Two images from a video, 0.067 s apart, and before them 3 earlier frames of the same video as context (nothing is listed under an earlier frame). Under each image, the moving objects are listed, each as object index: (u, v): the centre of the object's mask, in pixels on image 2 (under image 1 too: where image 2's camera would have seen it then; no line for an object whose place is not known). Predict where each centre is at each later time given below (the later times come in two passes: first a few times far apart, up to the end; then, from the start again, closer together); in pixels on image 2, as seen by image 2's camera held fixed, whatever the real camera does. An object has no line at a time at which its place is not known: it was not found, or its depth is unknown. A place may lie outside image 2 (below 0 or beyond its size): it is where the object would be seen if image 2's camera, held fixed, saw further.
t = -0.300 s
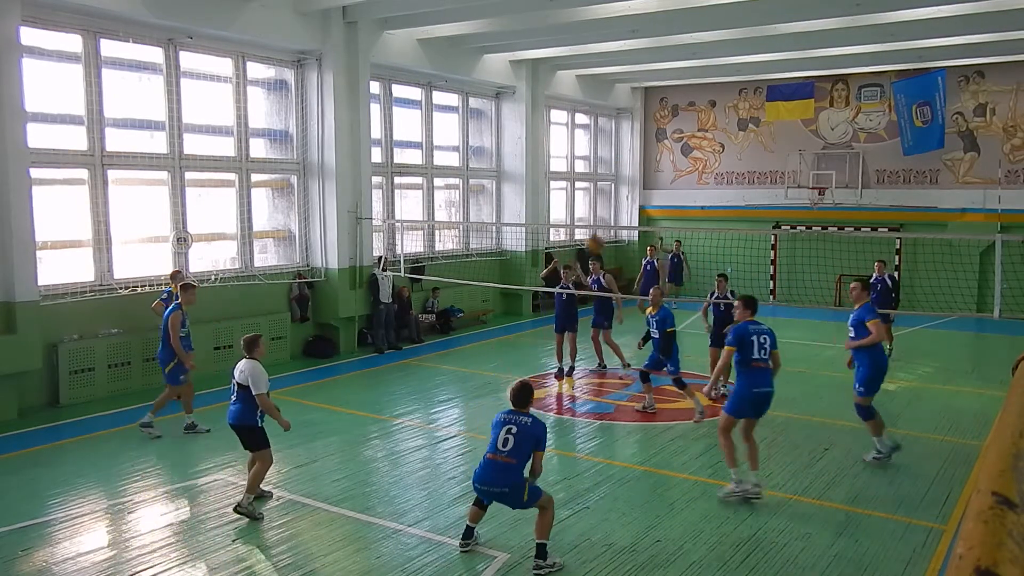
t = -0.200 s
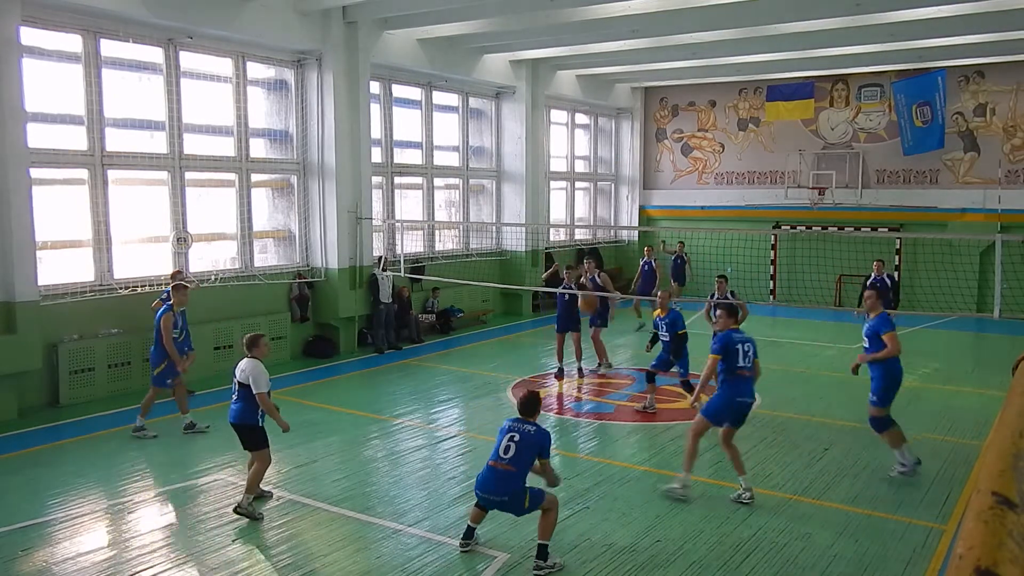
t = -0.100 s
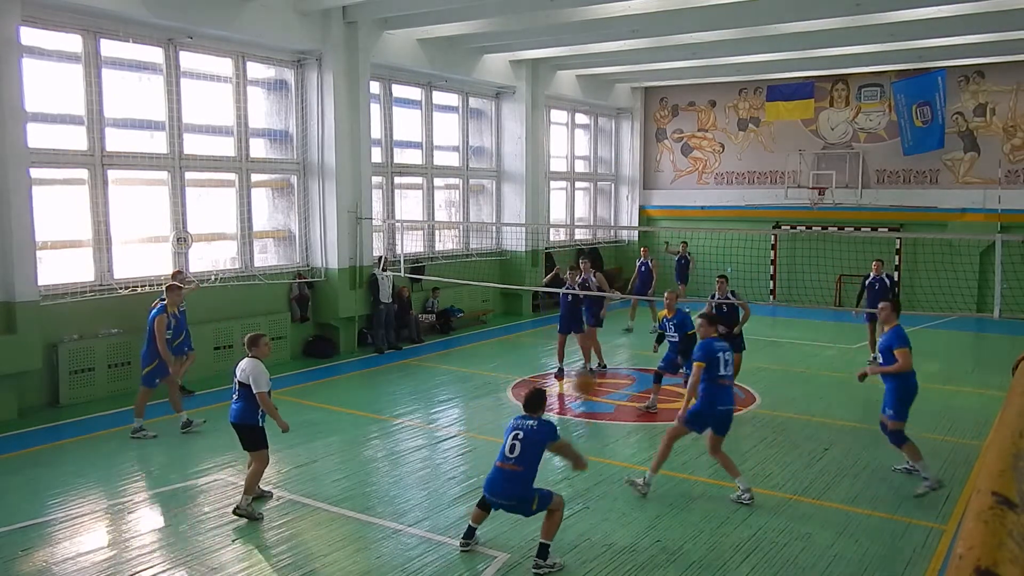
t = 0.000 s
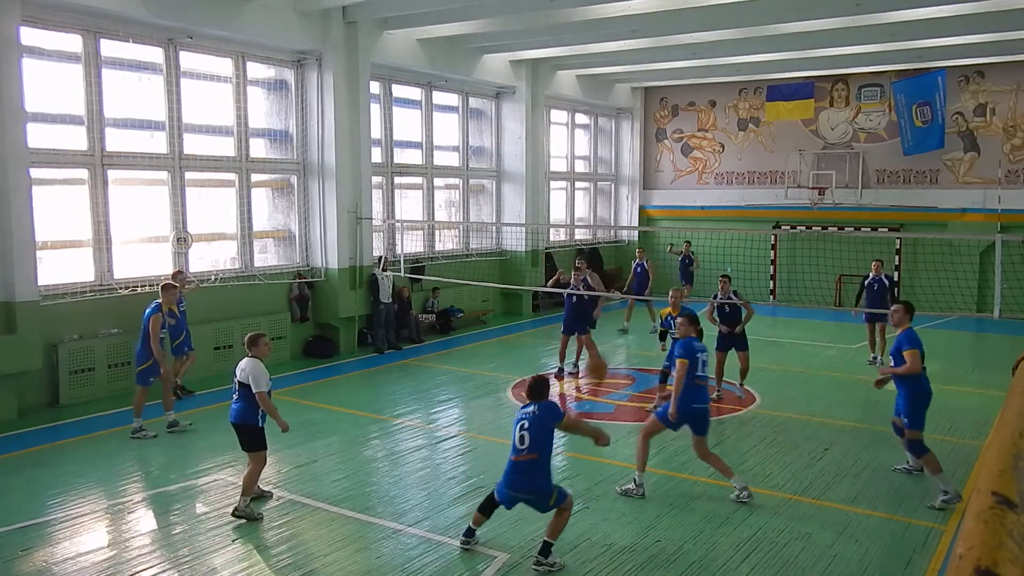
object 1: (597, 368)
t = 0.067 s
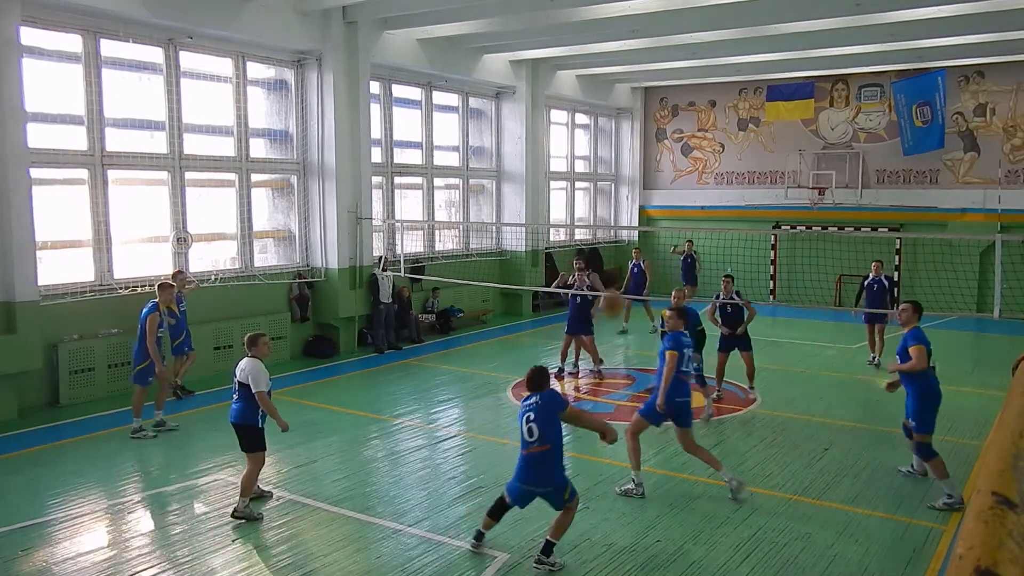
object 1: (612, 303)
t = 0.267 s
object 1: (656, 157)
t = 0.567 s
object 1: (707, 45)
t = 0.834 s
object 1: (741, 33)
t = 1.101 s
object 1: (767, 85)
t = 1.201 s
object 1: (776, 118)
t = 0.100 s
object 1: (618, 276)
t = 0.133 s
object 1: (627, 248)
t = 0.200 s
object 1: (642, 199)
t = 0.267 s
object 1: (656, 157)
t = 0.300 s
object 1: (662, 139)
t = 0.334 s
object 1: (670, 121)
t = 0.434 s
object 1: (687, 81)
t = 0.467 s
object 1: (692, 70)
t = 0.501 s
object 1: (697, 61)
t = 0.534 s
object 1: (702, 52)
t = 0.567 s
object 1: (707, 45)
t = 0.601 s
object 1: (711, 40)
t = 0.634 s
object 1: (716, 36)
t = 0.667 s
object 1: (721, 33)
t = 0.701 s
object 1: (725, 31)
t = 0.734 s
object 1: (729, 30)
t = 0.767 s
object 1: (733, 30)
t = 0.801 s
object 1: (737, 31)
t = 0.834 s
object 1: (741, 33)
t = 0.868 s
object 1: (744, 36)
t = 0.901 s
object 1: (748, 40)
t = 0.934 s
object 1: (752, 45)
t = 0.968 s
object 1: (755, 52)
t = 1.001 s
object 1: (758, 59)
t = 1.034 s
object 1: (762, 67)
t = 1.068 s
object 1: (765, 76)
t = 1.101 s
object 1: (767, 85)
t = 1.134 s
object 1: (771, 95)
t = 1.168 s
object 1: (774, 106)
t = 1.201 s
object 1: (776, 118)
